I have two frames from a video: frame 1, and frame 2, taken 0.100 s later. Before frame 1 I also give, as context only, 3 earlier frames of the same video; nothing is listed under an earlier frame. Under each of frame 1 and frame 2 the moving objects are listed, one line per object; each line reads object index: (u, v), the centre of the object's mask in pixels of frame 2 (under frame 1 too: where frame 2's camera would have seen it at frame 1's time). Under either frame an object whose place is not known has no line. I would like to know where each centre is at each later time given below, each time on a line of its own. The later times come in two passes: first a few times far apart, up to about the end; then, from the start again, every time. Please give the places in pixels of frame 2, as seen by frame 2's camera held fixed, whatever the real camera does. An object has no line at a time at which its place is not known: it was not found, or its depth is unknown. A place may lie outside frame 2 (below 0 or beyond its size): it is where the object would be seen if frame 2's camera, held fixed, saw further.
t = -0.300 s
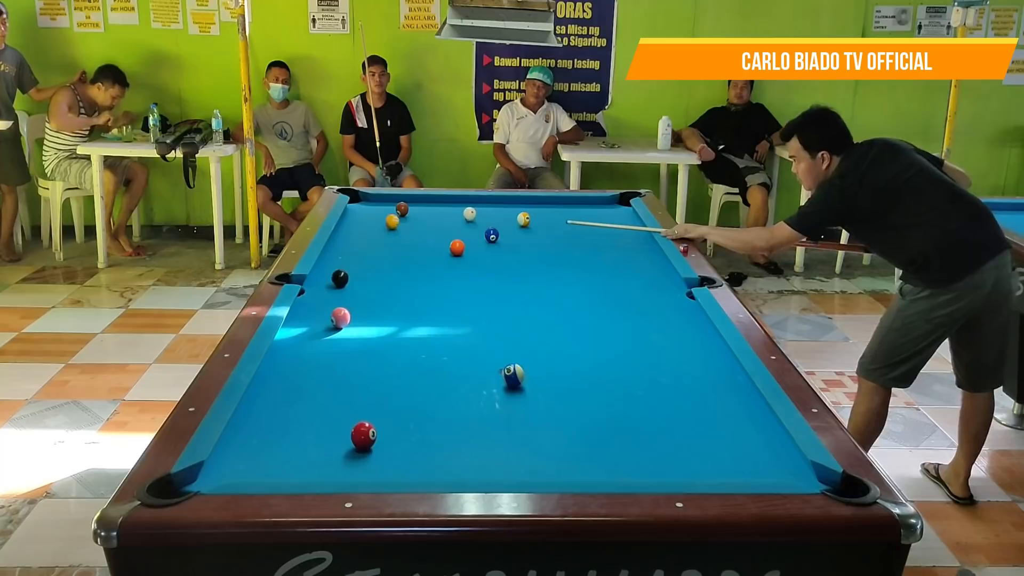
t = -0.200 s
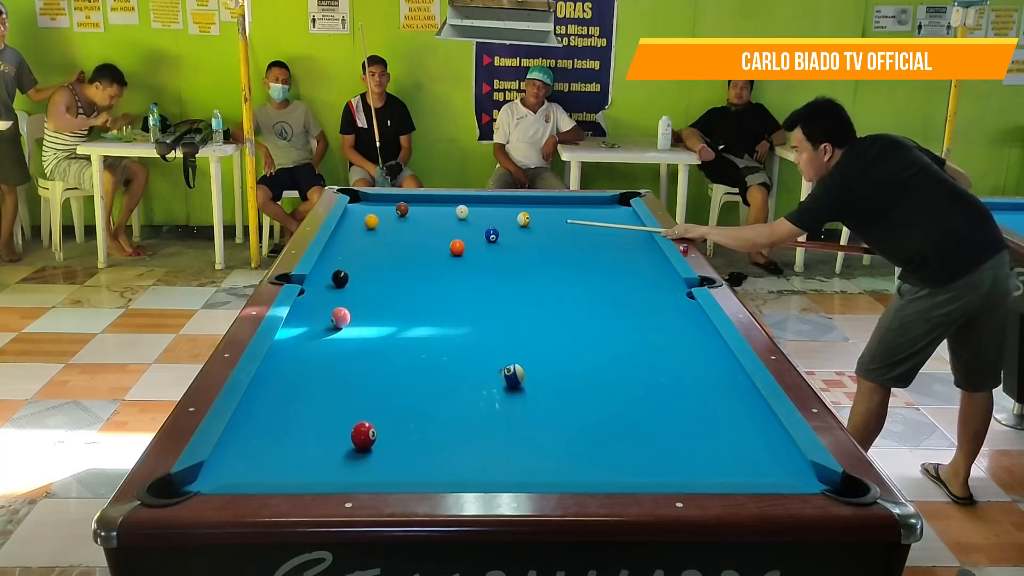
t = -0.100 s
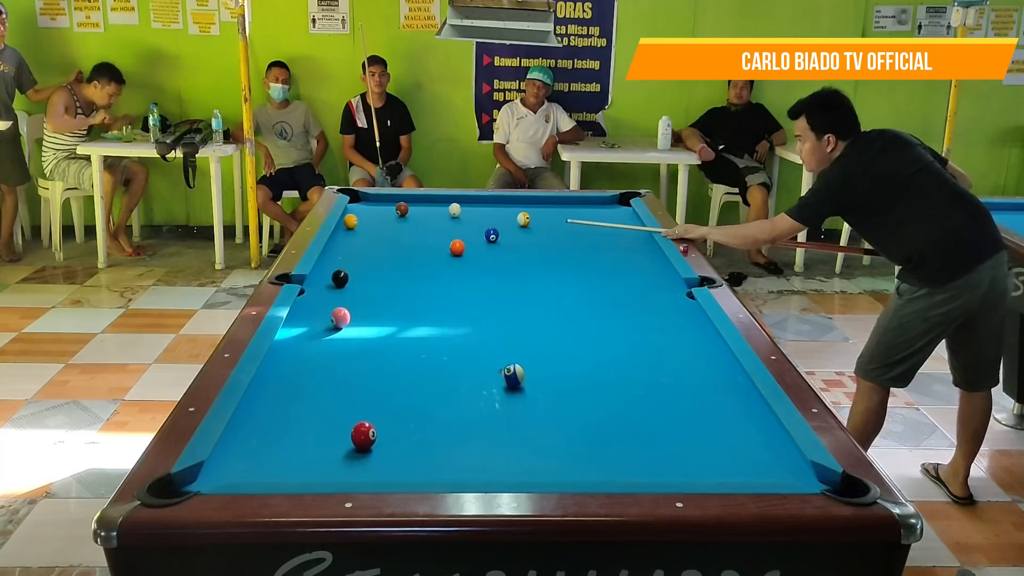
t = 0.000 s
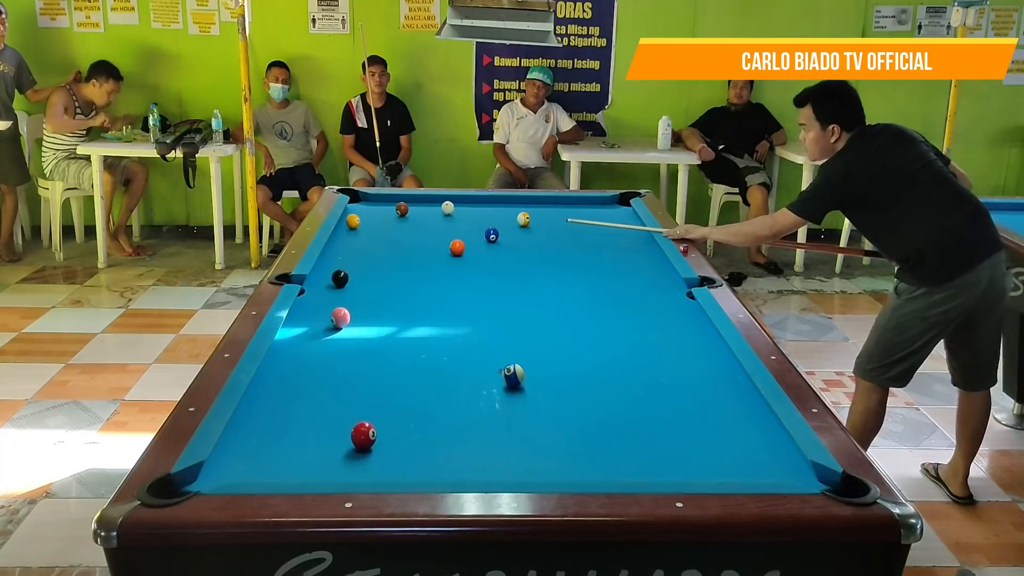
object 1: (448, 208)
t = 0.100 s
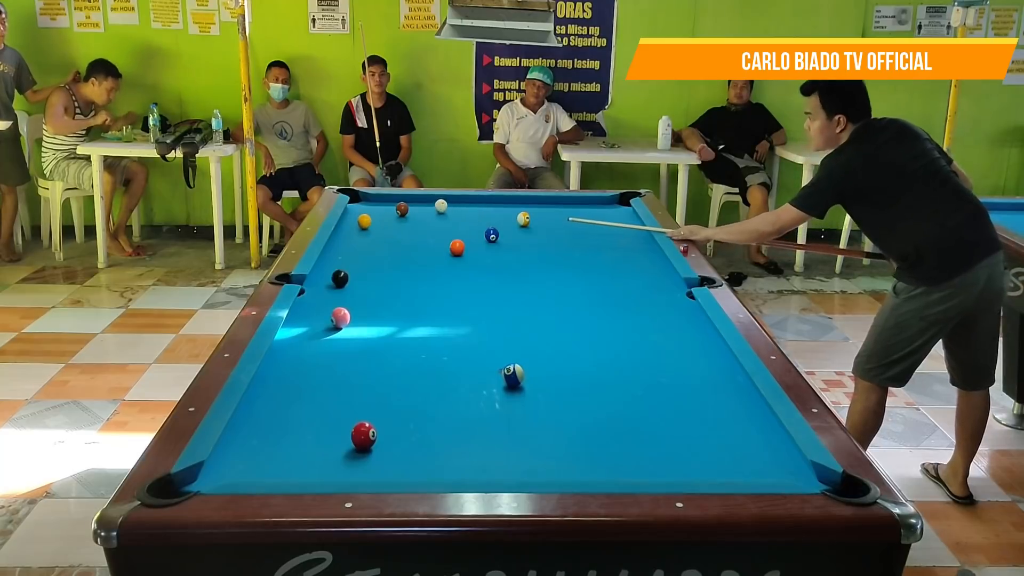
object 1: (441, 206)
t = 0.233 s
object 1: (432, 204)
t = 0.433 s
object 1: (420, 201)
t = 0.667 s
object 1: (407, 197)
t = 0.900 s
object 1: (398, 198)
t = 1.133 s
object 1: (390, 200)
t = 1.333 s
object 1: (384, 201)
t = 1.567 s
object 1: (377, 203)
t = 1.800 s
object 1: (371, 204)
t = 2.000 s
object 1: (367, 204)
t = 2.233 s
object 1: (363, 205)
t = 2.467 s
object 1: (359, 206)
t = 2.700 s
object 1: (357, 206)
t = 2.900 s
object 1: (356, 206)
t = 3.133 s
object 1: (355, 206)
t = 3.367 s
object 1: (355, 206)
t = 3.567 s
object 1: (355, 206)
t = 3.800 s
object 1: (355, 206)
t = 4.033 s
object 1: (355, 206)
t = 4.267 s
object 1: (355, 206)
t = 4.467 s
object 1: (355, 206)
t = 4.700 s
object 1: (355, 206)
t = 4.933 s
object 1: (355, 206)
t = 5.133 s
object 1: (355, 206)
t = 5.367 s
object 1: (355, 206)
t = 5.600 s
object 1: (355, 206)
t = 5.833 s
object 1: (355, 206)
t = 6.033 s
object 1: (355, 206)
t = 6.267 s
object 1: (355, 206)
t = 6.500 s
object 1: (355, 206)
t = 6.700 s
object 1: (355, 206)
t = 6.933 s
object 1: (355, 206)
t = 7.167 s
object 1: (355, 206)
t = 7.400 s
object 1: (355, 206)
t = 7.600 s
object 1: (356, 206)
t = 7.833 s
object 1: (356, 206)
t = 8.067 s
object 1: (356, 206)
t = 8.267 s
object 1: (356, 206)
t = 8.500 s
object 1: (356, 206)
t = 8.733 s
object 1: (356, 206)
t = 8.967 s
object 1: (356, 206)
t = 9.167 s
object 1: (356, 206)
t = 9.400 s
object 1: (356, 206)
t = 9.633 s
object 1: (356, 206)
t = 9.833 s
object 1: (356, 206)
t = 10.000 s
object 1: (356, 206)
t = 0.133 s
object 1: (439, 206)
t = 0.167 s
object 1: (437, 205)
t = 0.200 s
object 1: (434, 204)
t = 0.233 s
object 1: (432, 204)
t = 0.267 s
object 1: (430, 203)
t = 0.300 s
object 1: (428, 203)
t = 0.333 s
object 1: (426, 202)
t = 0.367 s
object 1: (424, 202)
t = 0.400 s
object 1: (422, 201)
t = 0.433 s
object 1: (420, 201)
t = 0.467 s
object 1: (418, 200)
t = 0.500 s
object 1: (416, 200)
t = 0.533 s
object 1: (414, 199)
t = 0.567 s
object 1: (412, 199)
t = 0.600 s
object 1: (410, 198)
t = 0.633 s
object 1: (409, 198)
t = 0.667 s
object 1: (407, 197)
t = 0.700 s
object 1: (406, 198)
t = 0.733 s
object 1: (404, 197)
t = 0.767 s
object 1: (403, 197)
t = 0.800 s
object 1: (402, 198)
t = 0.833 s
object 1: (401, 198)
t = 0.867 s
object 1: (399, 198)
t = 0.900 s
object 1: (398, 198)
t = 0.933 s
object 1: (397, 199)
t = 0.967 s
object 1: (396, 199)
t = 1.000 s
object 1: (394, 199)
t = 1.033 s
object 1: (394, 200)
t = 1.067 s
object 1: (392, 200)
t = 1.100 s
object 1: (391, 200)
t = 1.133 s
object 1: (390, 200)
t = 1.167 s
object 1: (389, 201)
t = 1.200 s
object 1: (388, 201)
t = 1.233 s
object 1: (387, 201)
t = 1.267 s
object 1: (386, 201)
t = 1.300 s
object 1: (385, 201)
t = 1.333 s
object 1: (384, 201)
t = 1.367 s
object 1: (383, 202)
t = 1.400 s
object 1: (382, 202)
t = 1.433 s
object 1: (381, 202)
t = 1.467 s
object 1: (380, 202)
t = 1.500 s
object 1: (379, 202)
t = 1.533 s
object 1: (378, 202)
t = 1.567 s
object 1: (377, 203)
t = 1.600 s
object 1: (376, 203)
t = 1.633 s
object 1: (376, 203)
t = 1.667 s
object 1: (375, 203)
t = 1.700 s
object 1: (374, 203)
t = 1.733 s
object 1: (373, 203)
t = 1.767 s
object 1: (372, 203)
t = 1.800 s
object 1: (371, 204)
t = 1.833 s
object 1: (371, 204)
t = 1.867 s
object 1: (370, 204)
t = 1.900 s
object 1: (369, 204)
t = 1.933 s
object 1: (368, 204)
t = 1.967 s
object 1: (368, 204)
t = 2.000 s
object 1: (367, 204)
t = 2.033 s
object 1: (366, 204)
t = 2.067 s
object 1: (366, 205)
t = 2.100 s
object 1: (365, 205)
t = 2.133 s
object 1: (364, 205)
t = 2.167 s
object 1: (364, 205)
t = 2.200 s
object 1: (363, 205)
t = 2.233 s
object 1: (363, 205)
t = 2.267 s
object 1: (362, 205)
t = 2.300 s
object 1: (362, 205)
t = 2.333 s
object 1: (361, 205)
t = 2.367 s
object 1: (361, 205)
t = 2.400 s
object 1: (360, 205)
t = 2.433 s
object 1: (360, 205)
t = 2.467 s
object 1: (359, 206)
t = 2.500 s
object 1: (359, 206)
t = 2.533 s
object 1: (359, 206)
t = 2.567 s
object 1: (358, 206)
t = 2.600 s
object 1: (358, 206)
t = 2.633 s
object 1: (358, 206)
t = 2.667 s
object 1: (357, 206)
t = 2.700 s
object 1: (357, 206)
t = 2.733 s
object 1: (357, 206)
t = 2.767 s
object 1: (357, 206)
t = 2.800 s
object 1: (356, 206)
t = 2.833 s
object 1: (356, 206)
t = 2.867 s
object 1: (356, 206)
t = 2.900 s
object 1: (356, 206)
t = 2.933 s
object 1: (356, 206)
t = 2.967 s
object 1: (355, 206)
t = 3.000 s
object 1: (355, 206)
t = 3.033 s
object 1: (355, 206)
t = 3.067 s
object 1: (355, 206)
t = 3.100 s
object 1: (355, 206)
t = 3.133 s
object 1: (355, 206)
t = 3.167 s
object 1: (355, 206)
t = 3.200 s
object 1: (355, 206)
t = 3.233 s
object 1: (355, 206)
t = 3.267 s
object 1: (355, 206)
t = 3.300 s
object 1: (355, 206)
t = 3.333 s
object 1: (355, 206)
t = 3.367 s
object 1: (355, 206)
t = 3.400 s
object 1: (355, 206)
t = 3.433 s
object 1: (355, 206)
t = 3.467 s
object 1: (355, 206)
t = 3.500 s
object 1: (355, 206)
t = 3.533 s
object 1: (355, 206)
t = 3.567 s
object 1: (355, 206)
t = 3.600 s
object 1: (355, 206)
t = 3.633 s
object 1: (355, 206)
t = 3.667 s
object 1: (355, 206)
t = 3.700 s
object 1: (355, 206)
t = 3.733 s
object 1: (355, 206)
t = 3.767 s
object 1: (355, 206)
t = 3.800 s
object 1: (355, 206)
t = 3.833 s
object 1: (355, 206)
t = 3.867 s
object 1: (355, 206)
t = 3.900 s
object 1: (355, 206)
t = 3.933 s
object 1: (355, 206)
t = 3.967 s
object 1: (355, 206)
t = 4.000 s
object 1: (355, 206)
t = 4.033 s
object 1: (355, 206)
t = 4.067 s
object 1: (355, 206)
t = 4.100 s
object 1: (355, 206)
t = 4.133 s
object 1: (356, 206)
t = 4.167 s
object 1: (356, 206)
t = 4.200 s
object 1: (355, 206)
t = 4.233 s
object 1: (355, 206)
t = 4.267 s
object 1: (355, 206)
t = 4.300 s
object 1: (355, 206)
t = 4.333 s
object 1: (355, 206)
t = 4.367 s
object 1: (355, 206)
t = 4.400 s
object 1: (355, 206)
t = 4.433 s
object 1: (355, 206)
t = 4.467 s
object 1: (355, 206)
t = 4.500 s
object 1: (355, 206)
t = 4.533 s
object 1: (355, 206)
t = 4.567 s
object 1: (355, 206)
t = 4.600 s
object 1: (355, 206)
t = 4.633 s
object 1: (355, 206)
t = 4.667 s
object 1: (355, 206)
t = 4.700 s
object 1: (355, 206)
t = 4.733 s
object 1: (355, 206)
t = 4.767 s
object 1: (355, 206)
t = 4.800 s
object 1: (355, 206)
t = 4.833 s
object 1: (355, 206)
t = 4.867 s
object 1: (355, 206)
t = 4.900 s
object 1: (355, 206)
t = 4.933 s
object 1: (355, 206)
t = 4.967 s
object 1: (355, 206)
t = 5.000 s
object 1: (355, 206)
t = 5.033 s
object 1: (355, 206)
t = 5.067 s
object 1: (355, 206)
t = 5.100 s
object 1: (355, 206)
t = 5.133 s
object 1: (355, 206)
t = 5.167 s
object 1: (355, 206)
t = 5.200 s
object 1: (355, 206)
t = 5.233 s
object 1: (355, 206)
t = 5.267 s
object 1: (355, 206)
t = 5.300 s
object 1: (355, 206)
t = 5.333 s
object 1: (355, 206)
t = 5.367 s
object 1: (355, 206)
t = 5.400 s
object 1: (355, 206)
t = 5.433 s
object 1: (355, 206)
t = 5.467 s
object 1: (355, 206)
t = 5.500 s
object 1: (355, 206)
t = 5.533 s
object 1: (355, 206)
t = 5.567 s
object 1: (355, 206)
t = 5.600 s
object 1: (355, 206)
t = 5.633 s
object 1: (355, 206)
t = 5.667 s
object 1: (355, 206)
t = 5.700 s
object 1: (355, 206)
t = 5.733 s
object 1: (355, 206)
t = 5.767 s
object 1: (355, 206)
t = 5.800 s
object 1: (355, 206)
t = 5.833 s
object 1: (355, 206)
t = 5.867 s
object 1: (355, 206)
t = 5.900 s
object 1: (355, 206)
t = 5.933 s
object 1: (355, 206)
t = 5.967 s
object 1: (355, 206)
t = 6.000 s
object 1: (355, 206)
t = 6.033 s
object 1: (355, 206)
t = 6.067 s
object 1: (355, 206)
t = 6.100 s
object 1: (355, 206)
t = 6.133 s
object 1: (355, 206)
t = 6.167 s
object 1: (355, 206)
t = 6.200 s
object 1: (355, 206)
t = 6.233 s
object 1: (355, 206)
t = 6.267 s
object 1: (355, 206)
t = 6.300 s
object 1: (355, 206)
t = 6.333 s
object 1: (355, 206)
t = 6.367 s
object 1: (355, 206)
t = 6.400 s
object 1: (355, 206)
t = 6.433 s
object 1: (355, 206)
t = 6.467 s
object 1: (355, 206)
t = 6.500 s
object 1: (355, 206)
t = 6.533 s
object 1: (355, 206)
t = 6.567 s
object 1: (355, 206)
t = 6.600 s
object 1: (355, 206)
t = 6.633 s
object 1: (355, 206)
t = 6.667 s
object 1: (355, 206)
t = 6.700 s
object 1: (355, 206)
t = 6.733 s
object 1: (355, 206)
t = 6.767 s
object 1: (355, 206)
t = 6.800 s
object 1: (355, 206)
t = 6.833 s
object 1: (355, 206)
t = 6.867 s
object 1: (355, 206)
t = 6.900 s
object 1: (355, 206)
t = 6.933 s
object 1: (355, 206)
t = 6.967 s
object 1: (355, 206)
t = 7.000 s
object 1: (355, 206)
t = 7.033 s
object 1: (355, 206)
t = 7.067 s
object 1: (355, 206)
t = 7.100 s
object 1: (355, 206)
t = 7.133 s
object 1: (355, 206)
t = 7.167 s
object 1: (355, 206)
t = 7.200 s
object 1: (355, 206)
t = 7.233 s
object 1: (355, 206)
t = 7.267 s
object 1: (356, 206)
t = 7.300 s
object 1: (355, 206)
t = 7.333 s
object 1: (355, 206)
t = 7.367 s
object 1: (355, 206)
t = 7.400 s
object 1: (355, 206)
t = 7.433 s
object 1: (355, 206)
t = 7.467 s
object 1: (355, 206)
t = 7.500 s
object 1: (355, 206)
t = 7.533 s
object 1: (355, 206)
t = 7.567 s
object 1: (355, 206)
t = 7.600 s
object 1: (356, 206)
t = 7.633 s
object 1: (355, 206)
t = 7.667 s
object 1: (356, 206)
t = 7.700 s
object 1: (355, 206)
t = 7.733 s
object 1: (355, 206)
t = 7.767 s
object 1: (356, 206)
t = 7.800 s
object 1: (356, 206)
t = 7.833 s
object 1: (356, 206)
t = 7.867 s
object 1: (356, 206)
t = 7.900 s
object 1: (356, 206)
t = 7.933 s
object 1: (356, 206)
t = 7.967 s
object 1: (356, 206)
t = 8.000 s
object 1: (356, 206)
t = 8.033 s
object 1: (356, 206)
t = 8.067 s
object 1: (356, 206)
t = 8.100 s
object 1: (356, 206)
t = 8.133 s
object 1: (356, 206)
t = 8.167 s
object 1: (356, 206)
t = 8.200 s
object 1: (356, 206)
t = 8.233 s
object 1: (356, 206)
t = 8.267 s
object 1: (356, 206)
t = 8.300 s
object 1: (356, 206)
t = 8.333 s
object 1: (356, 206)
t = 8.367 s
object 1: (356, 206)
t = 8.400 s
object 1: (356, 206)
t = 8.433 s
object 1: (356, 206)
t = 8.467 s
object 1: (356, 206)
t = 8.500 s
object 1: (356, 206)
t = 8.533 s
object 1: (356, 206)
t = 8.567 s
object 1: (356, 206)
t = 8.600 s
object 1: (356, 206)
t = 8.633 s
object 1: (356, 206)
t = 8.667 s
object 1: (356, 206)
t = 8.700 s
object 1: (356, 206)
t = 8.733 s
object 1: (356, 206)
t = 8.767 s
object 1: (356, 206)
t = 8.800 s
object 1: (356, 206)
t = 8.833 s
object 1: (356, 206)
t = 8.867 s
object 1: (356, 206)
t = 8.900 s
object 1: (356, 206)
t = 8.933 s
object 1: (356, 206)
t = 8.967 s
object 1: (356, 206)
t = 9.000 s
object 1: (356, 206)
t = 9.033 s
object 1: (356, 206)
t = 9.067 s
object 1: (356, 206)
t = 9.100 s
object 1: (356, 206)
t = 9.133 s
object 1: (356, 206)
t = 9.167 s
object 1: (356, 206)
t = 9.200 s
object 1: (356, 206)
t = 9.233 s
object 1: (356, 206)
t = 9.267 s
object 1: (356, 206)
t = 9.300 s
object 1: (356, 206)
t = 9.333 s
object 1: (356, 206)
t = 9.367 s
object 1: (356, 206)
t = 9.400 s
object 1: (356, 206)
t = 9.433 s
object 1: (356, 206)
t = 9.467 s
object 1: (356, 206)
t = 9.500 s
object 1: (356, 206)
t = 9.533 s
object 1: (356, 206)
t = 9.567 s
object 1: (356, 206)
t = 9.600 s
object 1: (356, 206)
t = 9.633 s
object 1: (356, 206)
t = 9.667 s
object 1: (356, 206)
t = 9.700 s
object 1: (356, 206)
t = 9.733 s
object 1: (356, 206)
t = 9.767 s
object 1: (356, 206)
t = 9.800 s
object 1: (356, 206)
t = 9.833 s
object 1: (356, 206)
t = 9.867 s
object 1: (356, 206)
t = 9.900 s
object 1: (356, 206)
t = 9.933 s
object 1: (356, 206)
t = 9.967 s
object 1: (356, 206)
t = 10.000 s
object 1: (356, 206)
